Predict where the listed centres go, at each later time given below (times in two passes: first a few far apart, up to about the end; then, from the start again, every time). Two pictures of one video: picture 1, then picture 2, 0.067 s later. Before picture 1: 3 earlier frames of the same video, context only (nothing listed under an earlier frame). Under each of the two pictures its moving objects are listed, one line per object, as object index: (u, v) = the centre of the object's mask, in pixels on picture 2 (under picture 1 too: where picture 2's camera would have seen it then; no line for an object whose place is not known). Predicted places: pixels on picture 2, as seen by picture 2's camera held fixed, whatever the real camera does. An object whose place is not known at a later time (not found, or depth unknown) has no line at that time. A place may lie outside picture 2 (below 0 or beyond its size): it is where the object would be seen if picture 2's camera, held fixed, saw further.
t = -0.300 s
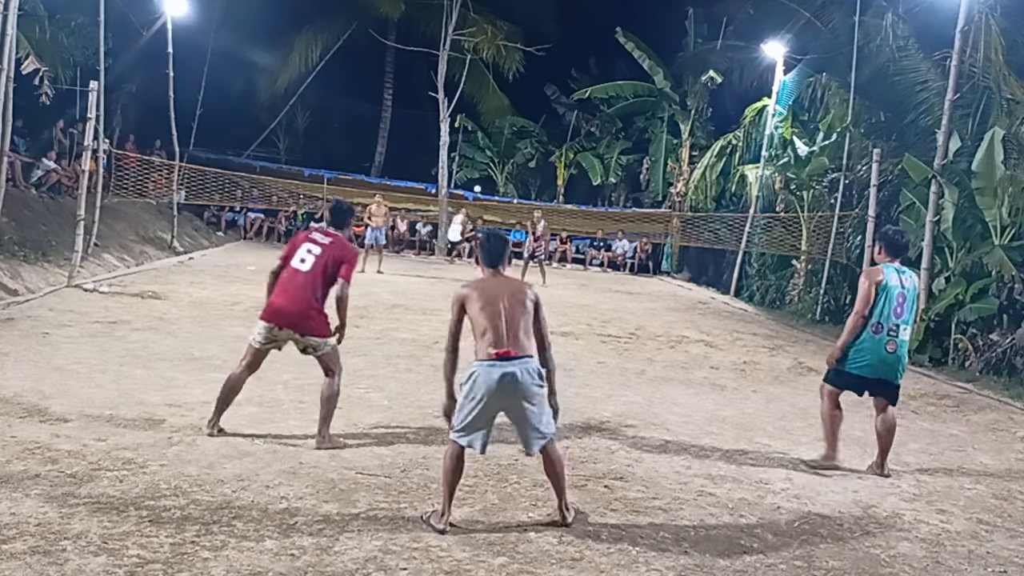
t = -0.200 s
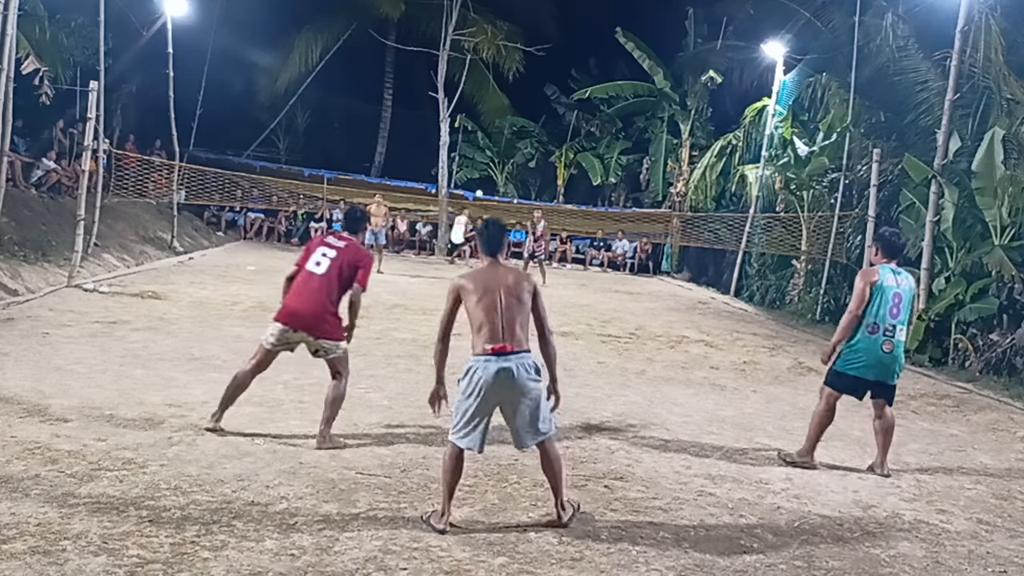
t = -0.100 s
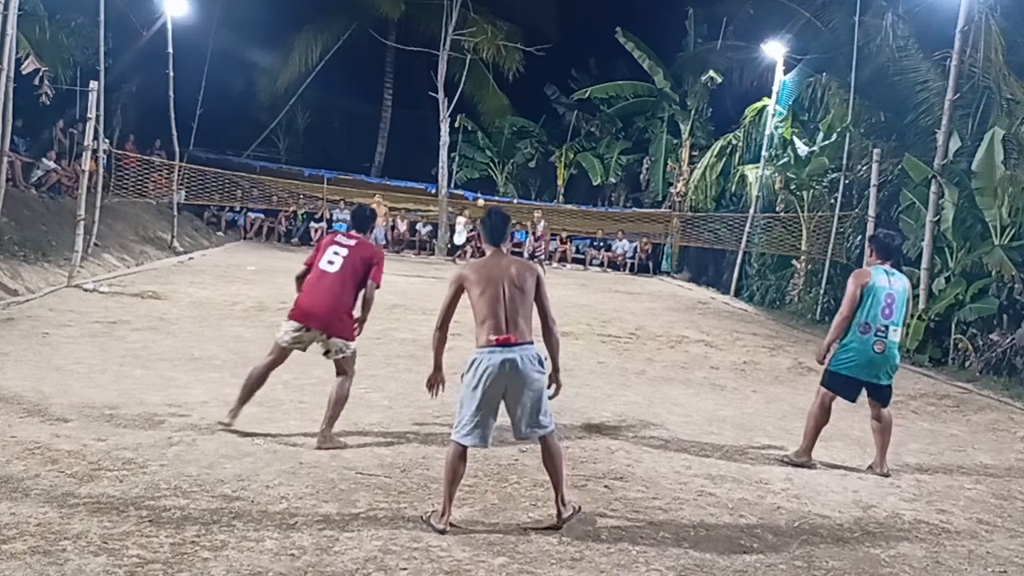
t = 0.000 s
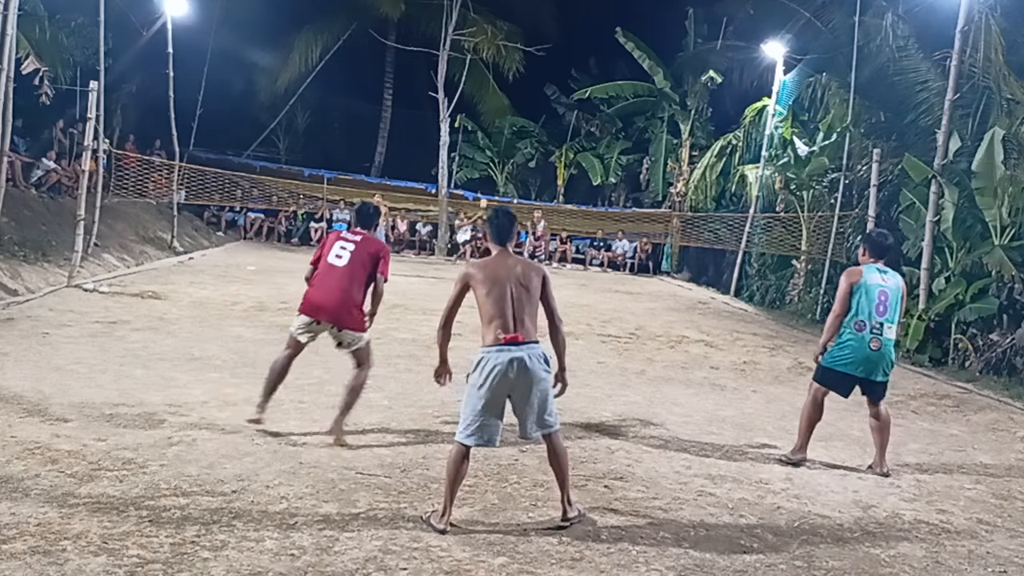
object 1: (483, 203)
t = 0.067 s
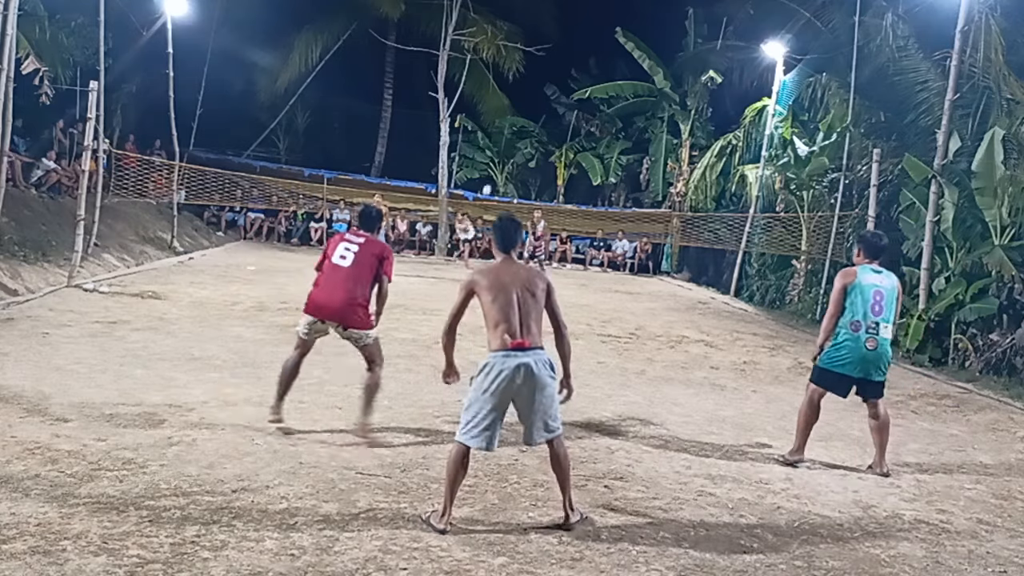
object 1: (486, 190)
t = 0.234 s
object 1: (500, 158)
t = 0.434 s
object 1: (528, 129)
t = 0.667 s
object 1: (576, 127)
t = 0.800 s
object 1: (620, 164)
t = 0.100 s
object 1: (488, 184)
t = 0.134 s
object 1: (491, 178)
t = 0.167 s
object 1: (493, 171)
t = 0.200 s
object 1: (497, 164)
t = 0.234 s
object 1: (500, 158)
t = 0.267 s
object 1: (503, 152)
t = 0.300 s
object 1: (508, 147)
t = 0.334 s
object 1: (512, 141)
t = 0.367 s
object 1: (517, 137)
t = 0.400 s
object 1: (523, 133)
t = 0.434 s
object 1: (528, 129)
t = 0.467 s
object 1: (534, 126)
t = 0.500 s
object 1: (540, 123)
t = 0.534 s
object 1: (546, 122)
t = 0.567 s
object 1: (553, 121)
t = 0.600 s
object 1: (560, 122)
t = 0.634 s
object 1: (568, 124)
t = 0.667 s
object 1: (576, 127)
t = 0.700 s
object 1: (585, 132)
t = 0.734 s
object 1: (596, 141)
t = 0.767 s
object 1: (607, 150)
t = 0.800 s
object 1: (620, 164)
